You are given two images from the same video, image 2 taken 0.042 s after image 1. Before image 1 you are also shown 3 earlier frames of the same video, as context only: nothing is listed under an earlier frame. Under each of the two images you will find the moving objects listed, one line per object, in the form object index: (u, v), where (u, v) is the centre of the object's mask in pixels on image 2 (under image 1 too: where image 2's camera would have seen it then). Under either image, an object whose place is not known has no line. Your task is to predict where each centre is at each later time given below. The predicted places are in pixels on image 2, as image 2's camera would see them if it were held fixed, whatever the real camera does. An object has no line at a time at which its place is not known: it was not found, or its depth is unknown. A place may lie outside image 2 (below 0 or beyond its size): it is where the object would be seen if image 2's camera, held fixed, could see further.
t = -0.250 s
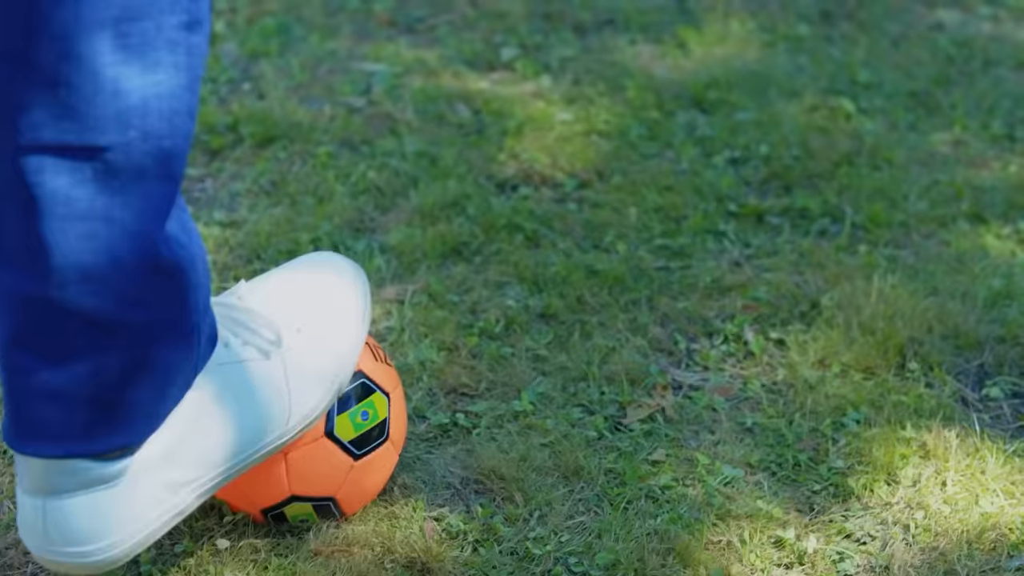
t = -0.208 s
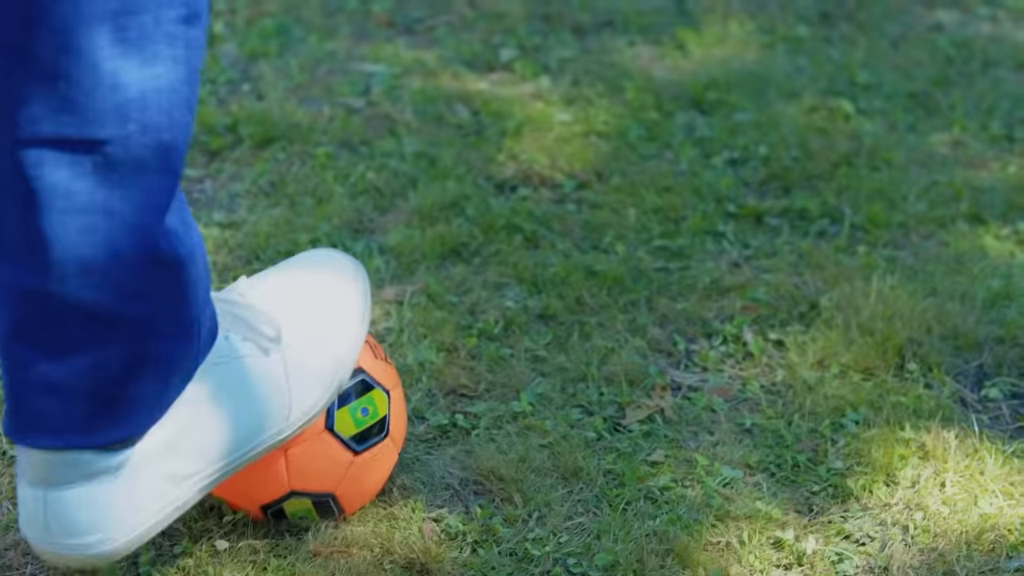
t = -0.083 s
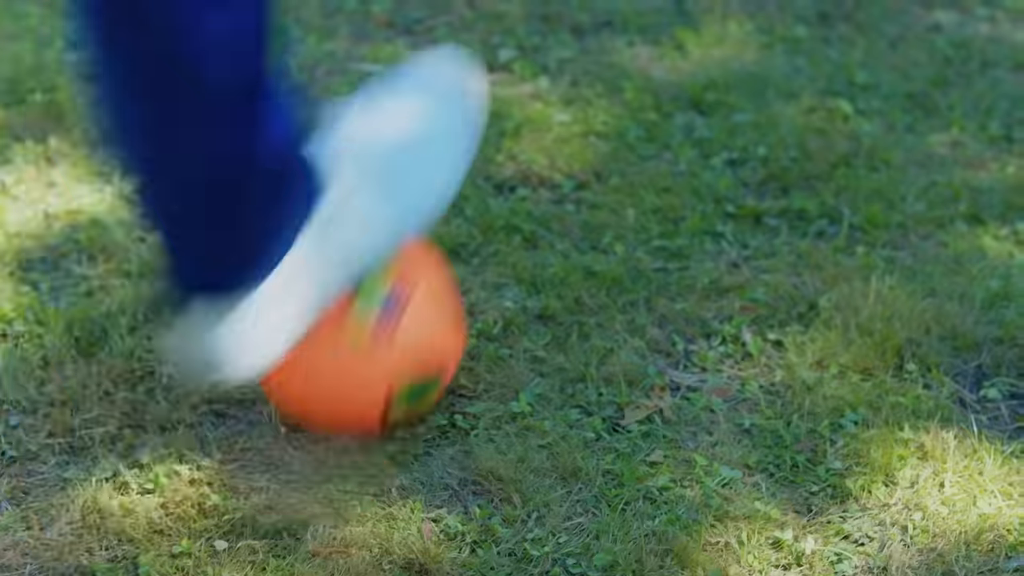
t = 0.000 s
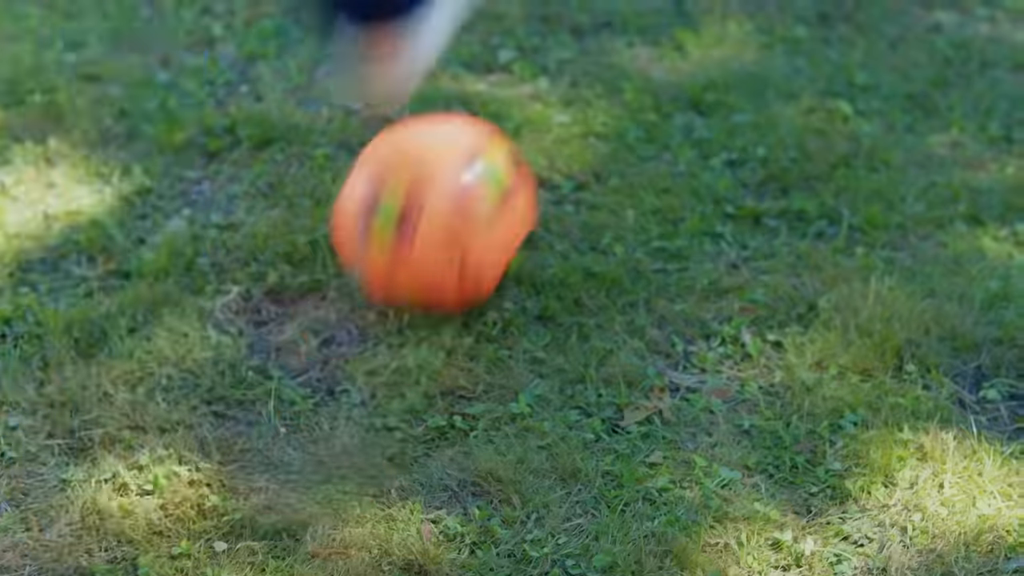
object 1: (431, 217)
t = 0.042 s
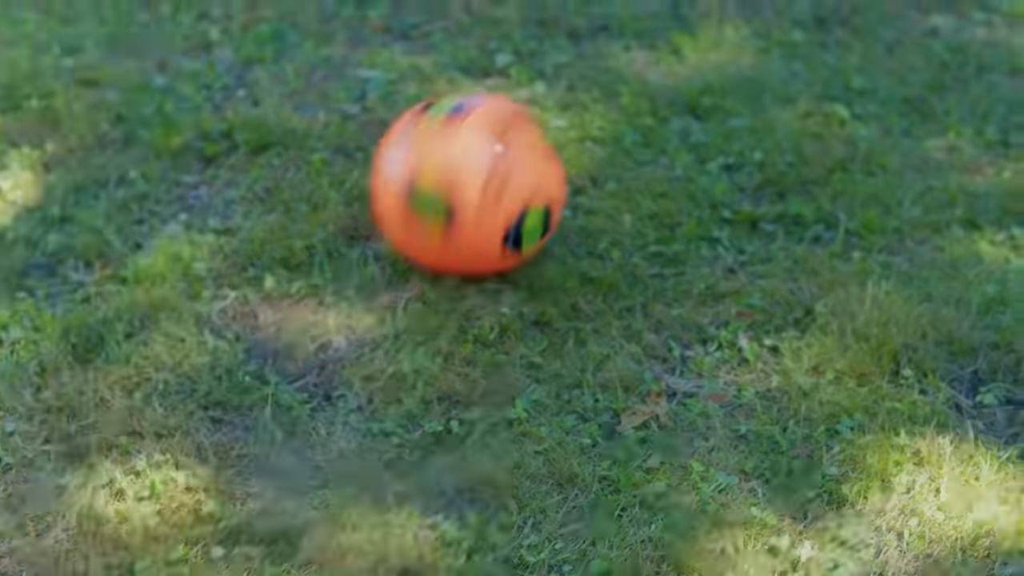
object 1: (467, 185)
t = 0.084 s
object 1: (501, 150)
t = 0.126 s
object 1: (529, 117)
